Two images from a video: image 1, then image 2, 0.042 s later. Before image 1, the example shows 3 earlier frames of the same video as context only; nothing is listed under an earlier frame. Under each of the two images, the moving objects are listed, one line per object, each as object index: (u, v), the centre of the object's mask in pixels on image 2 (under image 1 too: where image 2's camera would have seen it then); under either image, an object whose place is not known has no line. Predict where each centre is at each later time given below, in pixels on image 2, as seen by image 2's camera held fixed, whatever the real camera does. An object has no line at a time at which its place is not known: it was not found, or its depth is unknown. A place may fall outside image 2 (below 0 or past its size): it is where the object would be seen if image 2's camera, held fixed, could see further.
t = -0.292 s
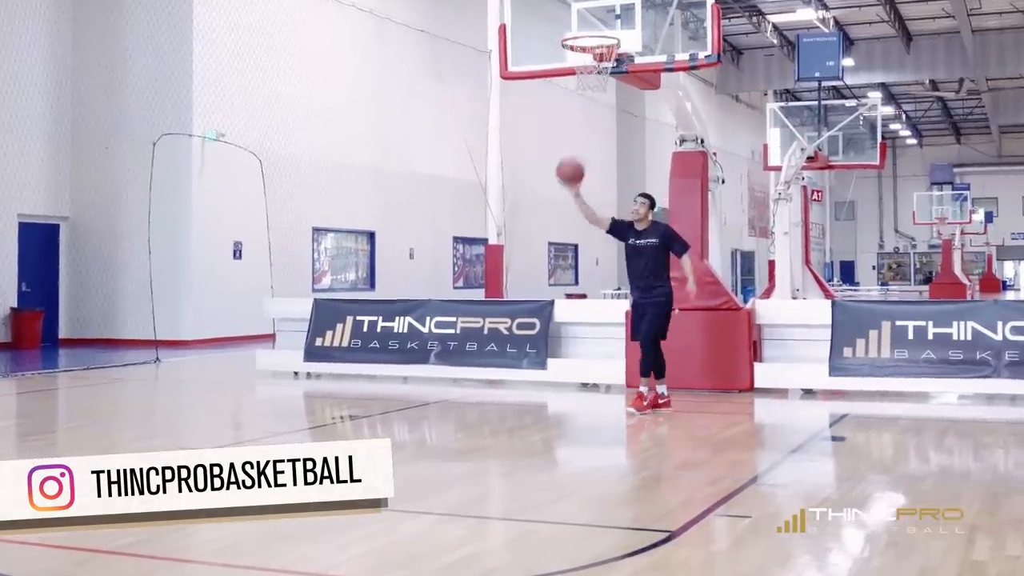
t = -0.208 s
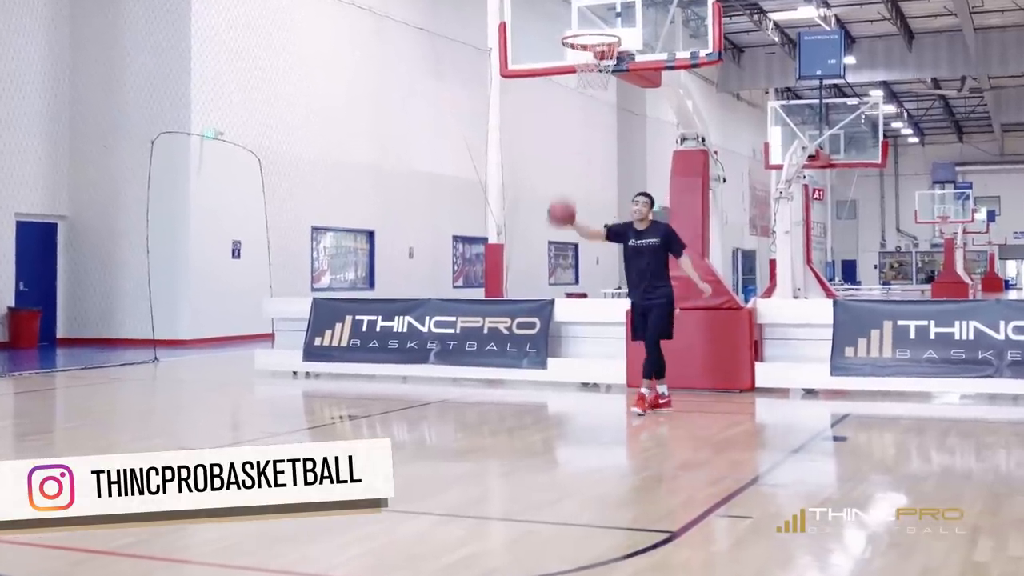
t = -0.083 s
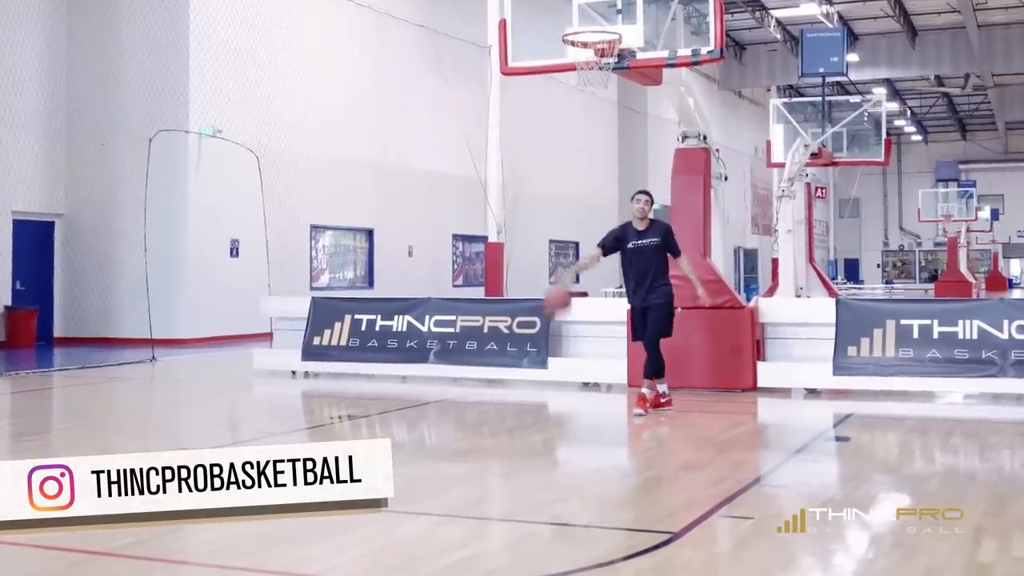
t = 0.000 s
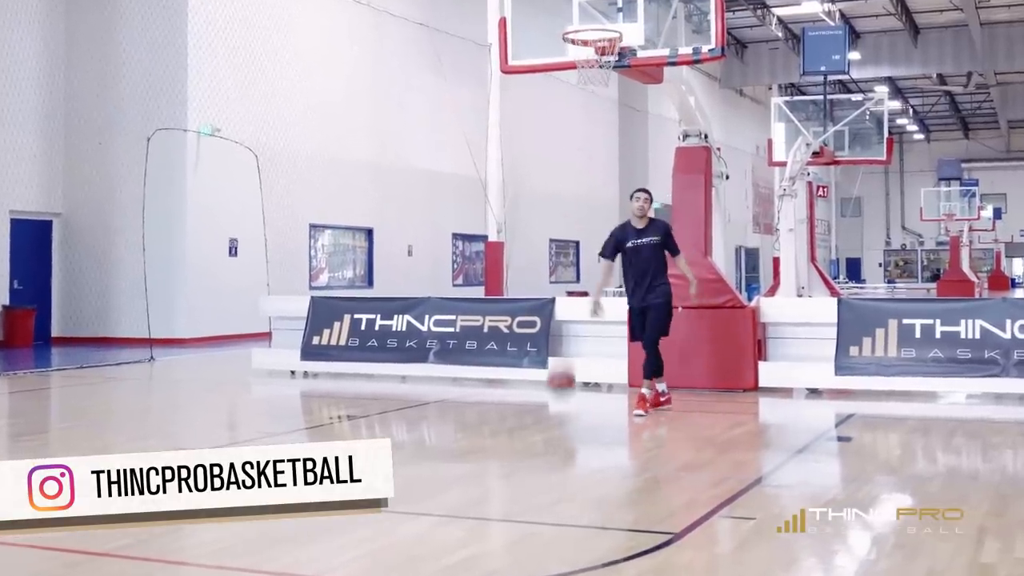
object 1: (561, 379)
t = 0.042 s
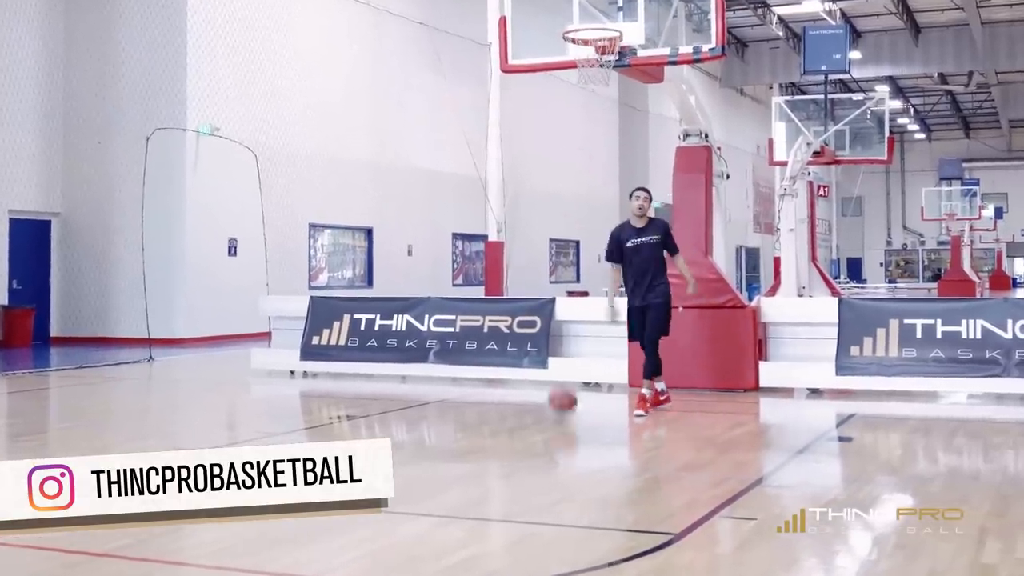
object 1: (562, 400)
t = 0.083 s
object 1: (563, 373)
